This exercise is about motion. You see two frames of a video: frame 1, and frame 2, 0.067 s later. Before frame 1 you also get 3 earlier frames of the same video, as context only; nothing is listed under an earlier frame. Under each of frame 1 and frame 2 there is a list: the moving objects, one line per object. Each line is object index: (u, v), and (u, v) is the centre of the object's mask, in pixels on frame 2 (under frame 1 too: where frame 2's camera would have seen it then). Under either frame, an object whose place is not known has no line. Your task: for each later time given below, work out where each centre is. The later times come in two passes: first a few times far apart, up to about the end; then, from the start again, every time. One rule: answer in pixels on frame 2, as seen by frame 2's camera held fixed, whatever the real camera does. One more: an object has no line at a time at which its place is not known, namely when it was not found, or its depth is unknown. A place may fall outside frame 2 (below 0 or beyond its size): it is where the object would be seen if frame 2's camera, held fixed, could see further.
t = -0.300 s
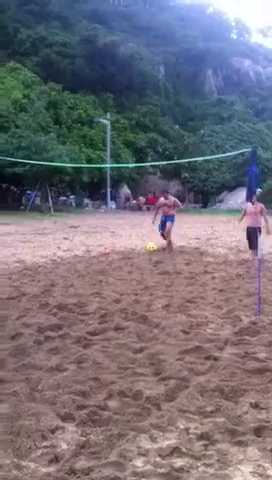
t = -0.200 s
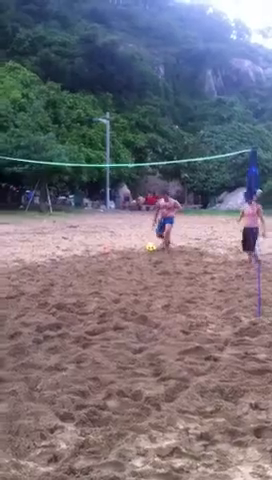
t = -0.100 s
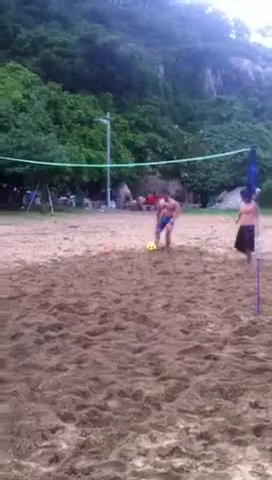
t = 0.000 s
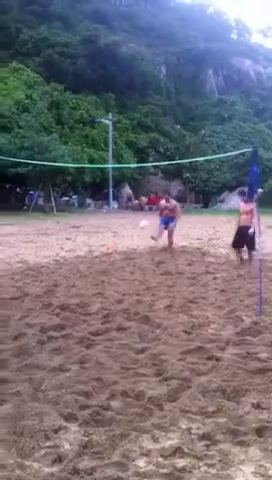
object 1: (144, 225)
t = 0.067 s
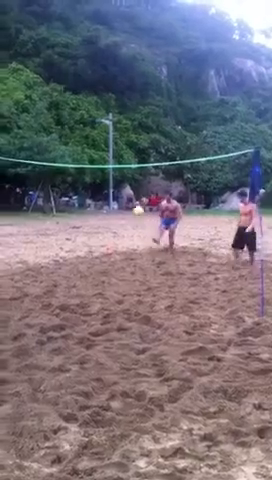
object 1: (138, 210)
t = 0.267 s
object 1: (117, 173)
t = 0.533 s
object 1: (77, 141)
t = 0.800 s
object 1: (18, 151)
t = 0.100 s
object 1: (135, 204)
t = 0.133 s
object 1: (132, 197)
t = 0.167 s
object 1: (128, 192)
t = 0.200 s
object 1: (124, 184)
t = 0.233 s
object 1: (120, 178)
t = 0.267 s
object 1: (117, 173)
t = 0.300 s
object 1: (113, 168)
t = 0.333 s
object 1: (107, 161)
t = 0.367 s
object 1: (102, 157)
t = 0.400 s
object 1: (99, 154)
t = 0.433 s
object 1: (94, 149)
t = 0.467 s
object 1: (88, 147)
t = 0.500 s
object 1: (82, 143)
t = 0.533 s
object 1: (77, 141)
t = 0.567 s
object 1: (71, 140)
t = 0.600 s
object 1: (64, 138)
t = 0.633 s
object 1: (56, 138)
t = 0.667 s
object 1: (50, 139)
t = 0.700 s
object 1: (43, 141)
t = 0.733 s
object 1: (35, 143)
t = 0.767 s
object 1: (26, 146)
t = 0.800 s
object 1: (18, 151)
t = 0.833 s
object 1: (7, 157)
